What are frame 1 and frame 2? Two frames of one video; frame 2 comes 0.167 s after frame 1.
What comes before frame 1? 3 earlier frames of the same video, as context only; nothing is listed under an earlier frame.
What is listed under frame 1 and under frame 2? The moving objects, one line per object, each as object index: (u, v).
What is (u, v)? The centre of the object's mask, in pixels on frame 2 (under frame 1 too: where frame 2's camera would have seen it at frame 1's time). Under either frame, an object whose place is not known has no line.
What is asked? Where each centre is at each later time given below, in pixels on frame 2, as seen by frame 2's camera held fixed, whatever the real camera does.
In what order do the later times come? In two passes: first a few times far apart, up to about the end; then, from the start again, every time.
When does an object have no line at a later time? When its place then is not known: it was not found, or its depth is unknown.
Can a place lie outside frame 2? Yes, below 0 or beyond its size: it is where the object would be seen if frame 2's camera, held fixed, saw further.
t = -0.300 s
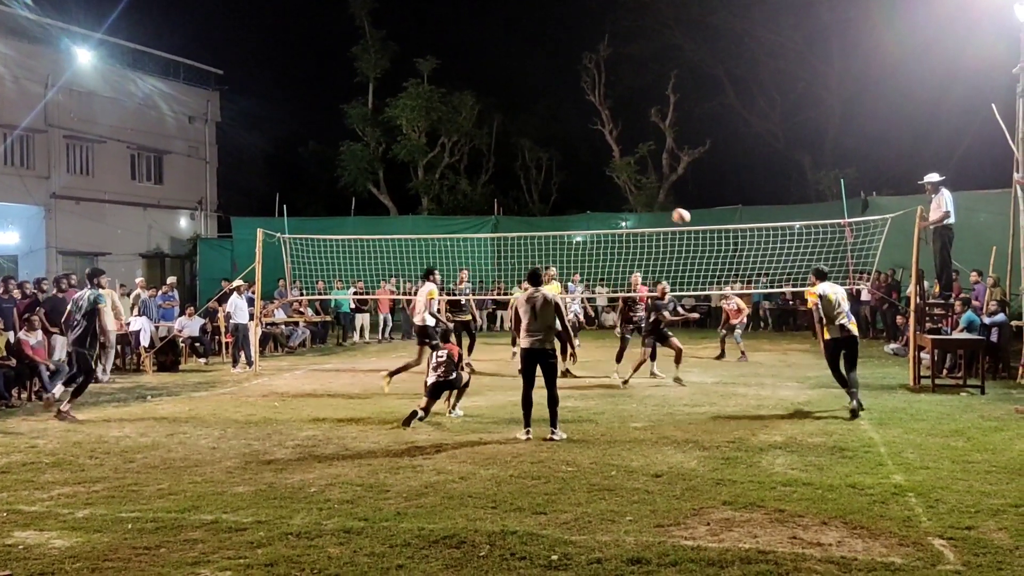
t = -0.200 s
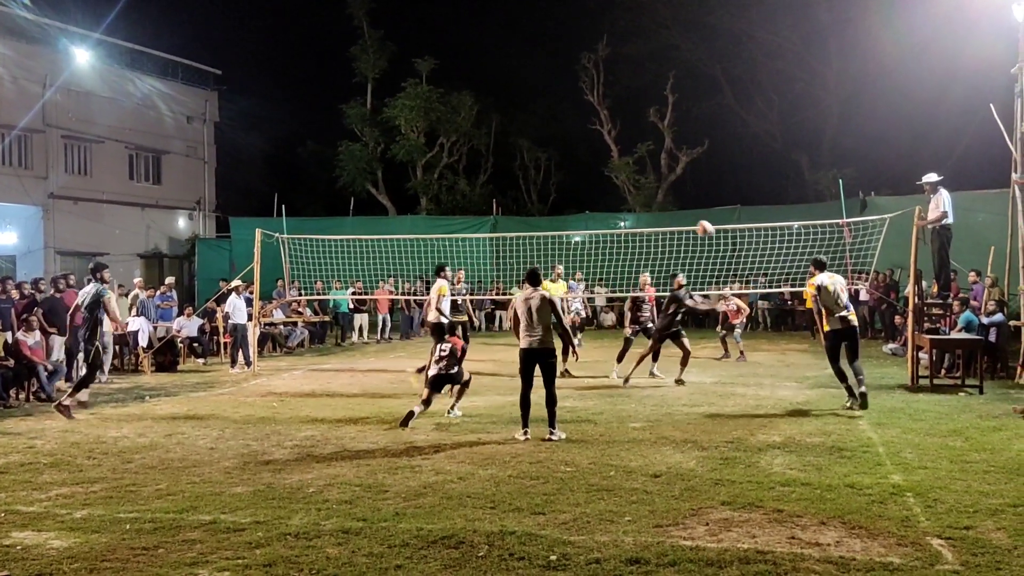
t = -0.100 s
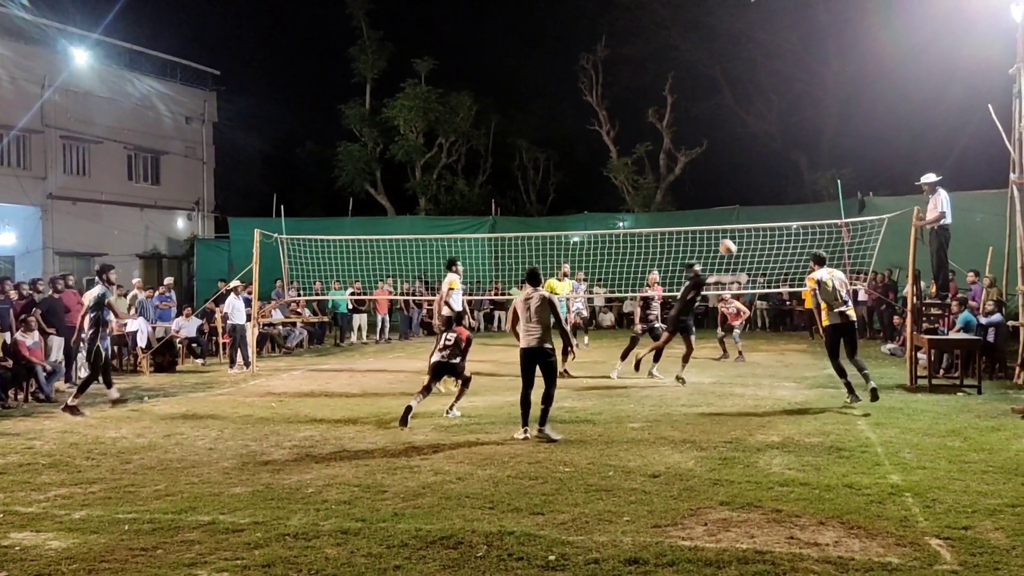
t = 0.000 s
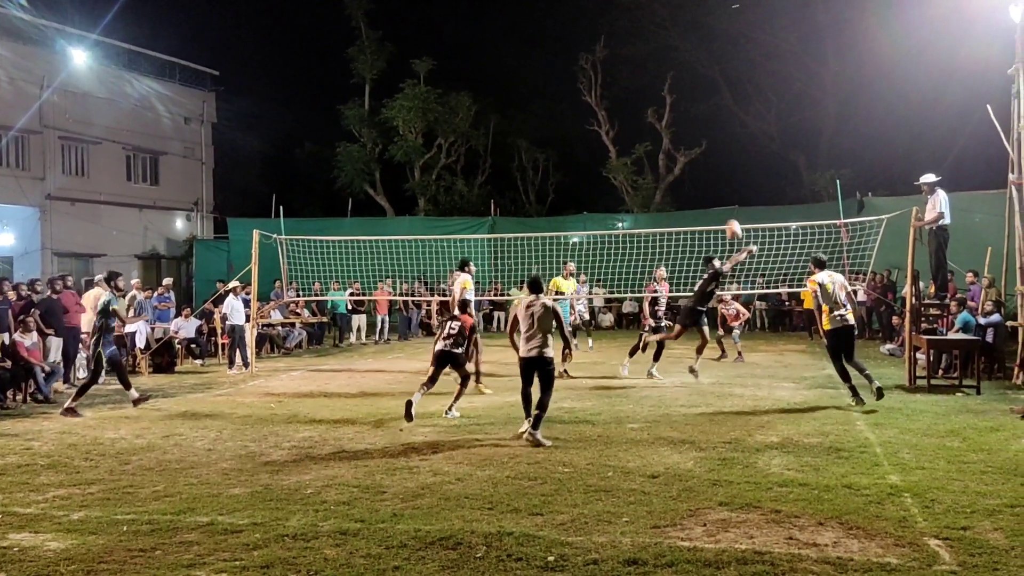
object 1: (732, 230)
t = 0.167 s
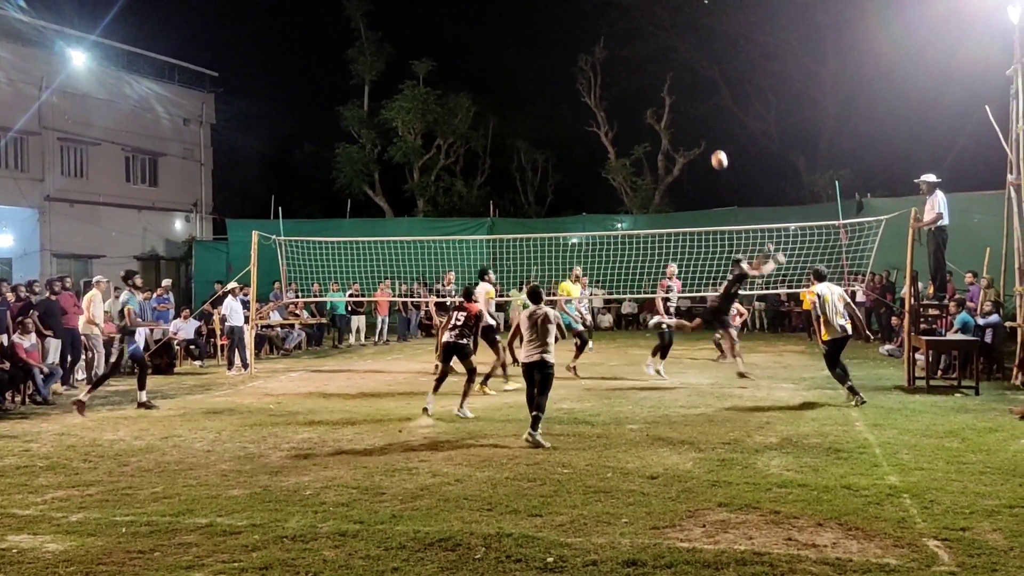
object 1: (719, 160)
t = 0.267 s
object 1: (711, 127)
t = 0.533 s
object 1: (687, 71)
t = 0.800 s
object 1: (663, 64)
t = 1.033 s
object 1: (642, 101)
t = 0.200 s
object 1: (716, 148)
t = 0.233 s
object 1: (714, 138)
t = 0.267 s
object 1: (711, 127)
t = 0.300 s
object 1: (708, 118)
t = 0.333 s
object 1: (705, 108)
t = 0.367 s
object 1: (702, 100)
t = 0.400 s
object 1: (699, 93)
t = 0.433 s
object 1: (696, 86)
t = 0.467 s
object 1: (693, 80)
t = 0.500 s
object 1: (690, 75)
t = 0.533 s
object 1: (687, 71)
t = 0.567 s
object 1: (684, 68)
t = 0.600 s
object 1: (682, 65)
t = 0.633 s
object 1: (679, 62)
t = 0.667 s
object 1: (675, 61)
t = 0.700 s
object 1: (672, 61)
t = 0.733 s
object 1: (669, 61)
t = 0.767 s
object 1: (666, 63)
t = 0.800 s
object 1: (663, 64)
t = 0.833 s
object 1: (660, 67)
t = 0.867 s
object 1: (657, 71)
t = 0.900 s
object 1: (654, 75)
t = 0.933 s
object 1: (651, 80)
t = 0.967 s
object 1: (648, 86)
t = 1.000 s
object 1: (645, 93)
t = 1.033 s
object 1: (642, 101)
